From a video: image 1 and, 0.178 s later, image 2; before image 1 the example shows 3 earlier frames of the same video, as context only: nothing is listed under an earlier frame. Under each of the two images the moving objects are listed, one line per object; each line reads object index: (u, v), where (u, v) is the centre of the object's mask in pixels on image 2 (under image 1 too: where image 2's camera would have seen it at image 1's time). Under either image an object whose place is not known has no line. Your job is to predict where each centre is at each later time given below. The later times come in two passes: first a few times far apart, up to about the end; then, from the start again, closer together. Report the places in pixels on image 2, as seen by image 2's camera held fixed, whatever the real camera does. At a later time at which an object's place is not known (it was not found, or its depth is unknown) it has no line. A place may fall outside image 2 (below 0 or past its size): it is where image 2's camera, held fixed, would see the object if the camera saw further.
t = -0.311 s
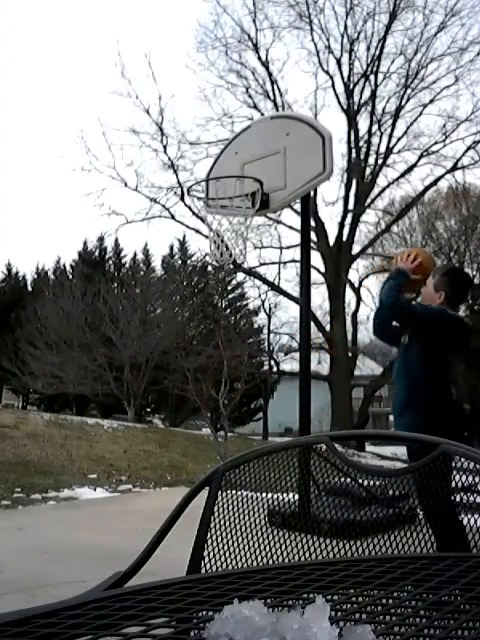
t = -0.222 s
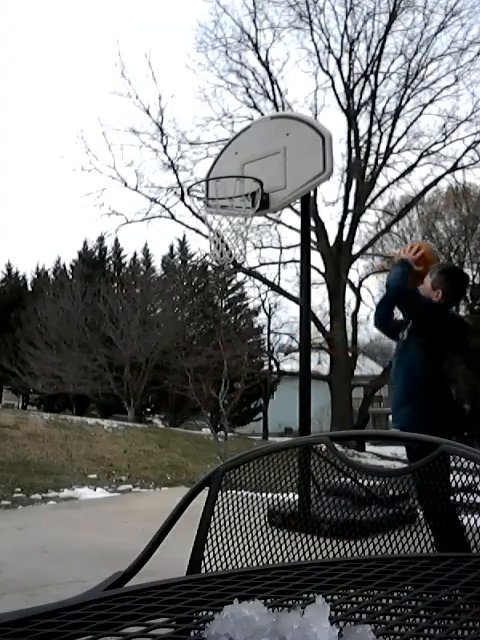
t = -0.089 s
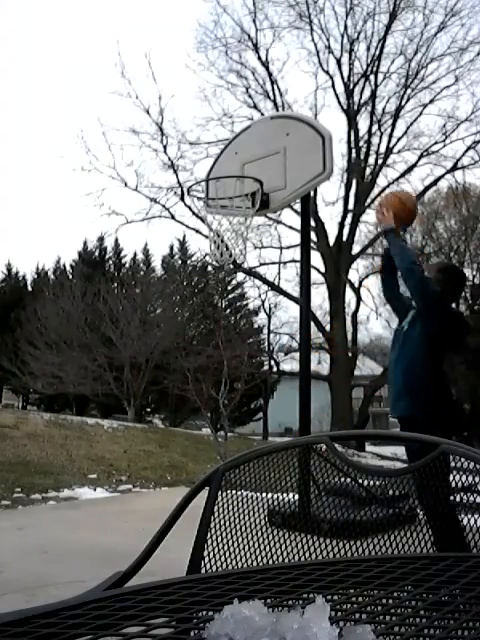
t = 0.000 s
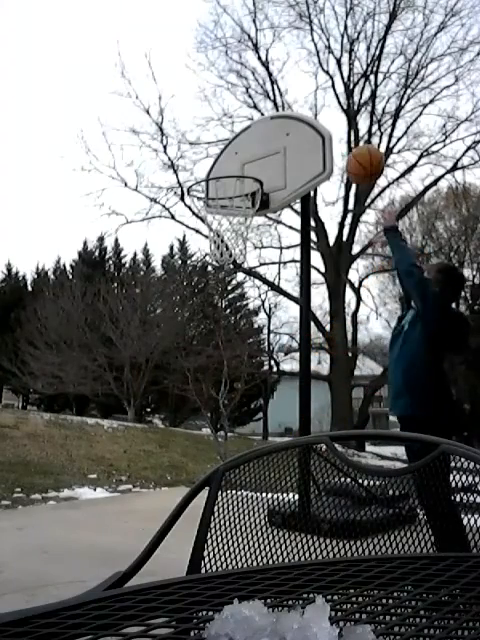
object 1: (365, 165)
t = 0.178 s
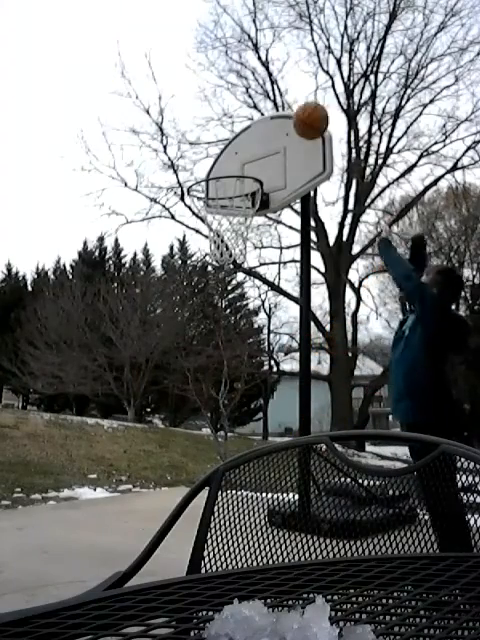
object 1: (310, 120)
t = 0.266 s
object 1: (287, 118)
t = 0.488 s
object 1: (235, 158)
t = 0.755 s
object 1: (222, 190)
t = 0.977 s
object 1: (256, 230)
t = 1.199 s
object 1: (248, 288)
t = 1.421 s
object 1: (240, 418)
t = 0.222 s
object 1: (299, 117)
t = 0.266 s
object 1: (287, 118)
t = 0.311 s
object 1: (276, 120)
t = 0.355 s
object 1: (265, 126)
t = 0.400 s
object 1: (255, 133)
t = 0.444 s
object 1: (245, 145)
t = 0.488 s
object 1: (235, 158)
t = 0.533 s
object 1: (225, 172)
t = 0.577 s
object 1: (219, 185)
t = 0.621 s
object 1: (216, 182)
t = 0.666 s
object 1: (213, 182)
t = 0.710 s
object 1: (212, 184)
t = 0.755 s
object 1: (222, 190)
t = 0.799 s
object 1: (231, 196)
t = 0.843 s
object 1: (241, 208)
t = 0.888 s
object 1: (251, 219)
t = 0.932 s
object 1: (255, 225)
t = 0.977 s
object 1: (256, 230)
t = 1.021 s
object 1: (255, 237)
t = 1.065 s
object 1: (253, 247)
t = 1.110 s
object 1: (251, 257)
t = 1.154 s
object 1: (249, 272)
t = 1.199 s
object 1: (248, 288)
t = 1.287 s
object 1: (244, 331)
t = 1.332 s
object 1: (243, 358)
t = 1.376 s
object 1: (243, 387)
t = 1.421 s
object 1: (240, 418)
